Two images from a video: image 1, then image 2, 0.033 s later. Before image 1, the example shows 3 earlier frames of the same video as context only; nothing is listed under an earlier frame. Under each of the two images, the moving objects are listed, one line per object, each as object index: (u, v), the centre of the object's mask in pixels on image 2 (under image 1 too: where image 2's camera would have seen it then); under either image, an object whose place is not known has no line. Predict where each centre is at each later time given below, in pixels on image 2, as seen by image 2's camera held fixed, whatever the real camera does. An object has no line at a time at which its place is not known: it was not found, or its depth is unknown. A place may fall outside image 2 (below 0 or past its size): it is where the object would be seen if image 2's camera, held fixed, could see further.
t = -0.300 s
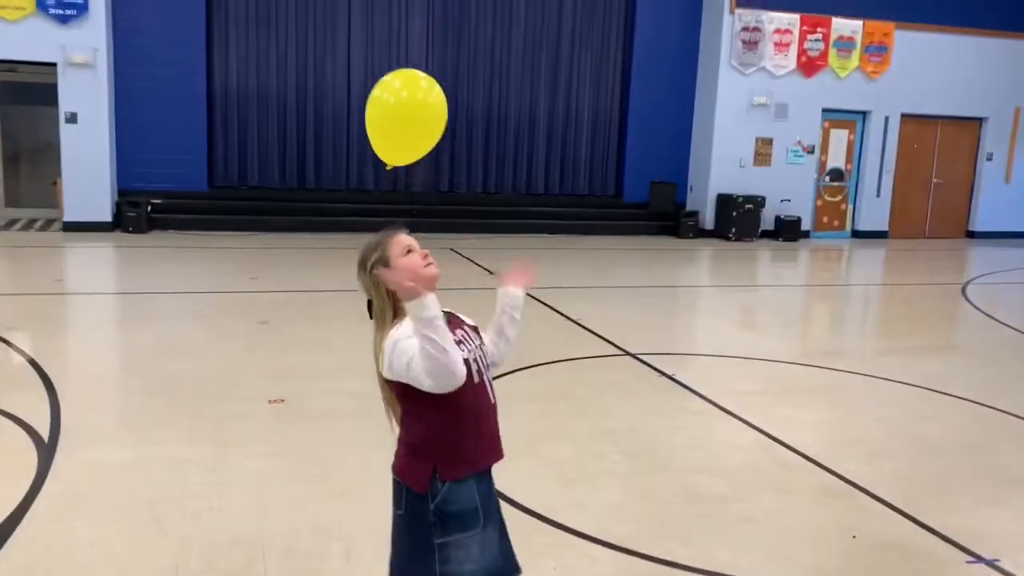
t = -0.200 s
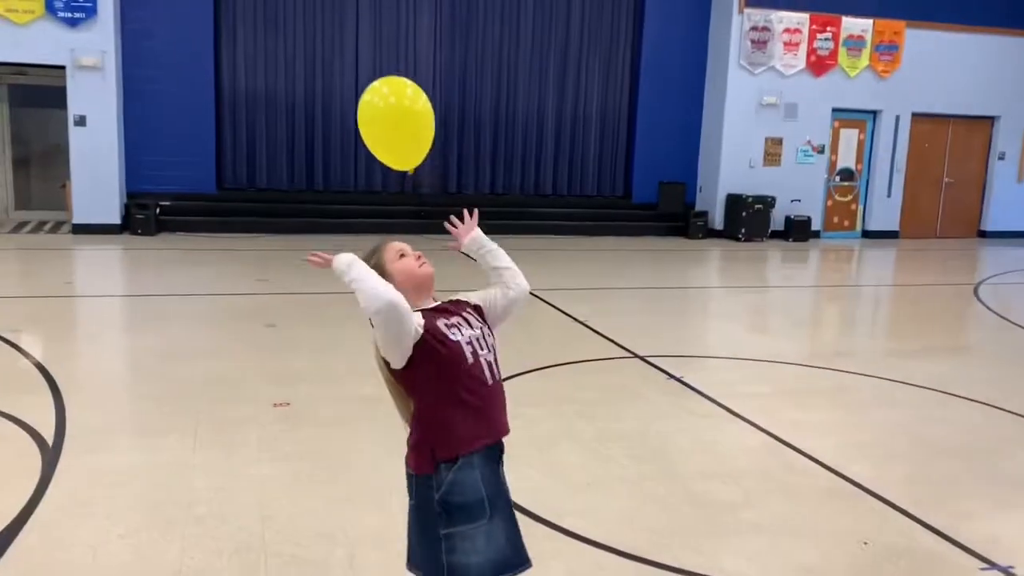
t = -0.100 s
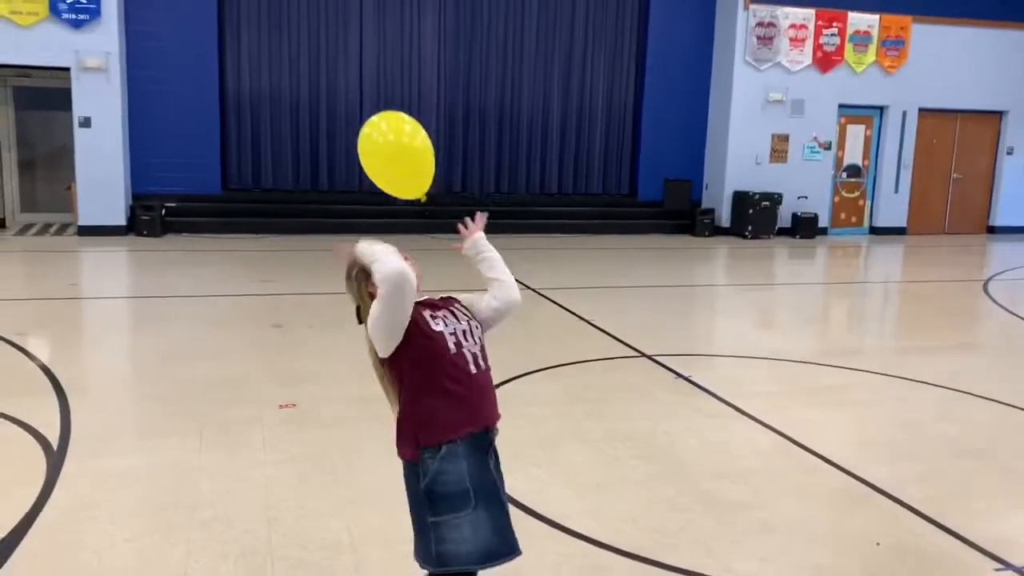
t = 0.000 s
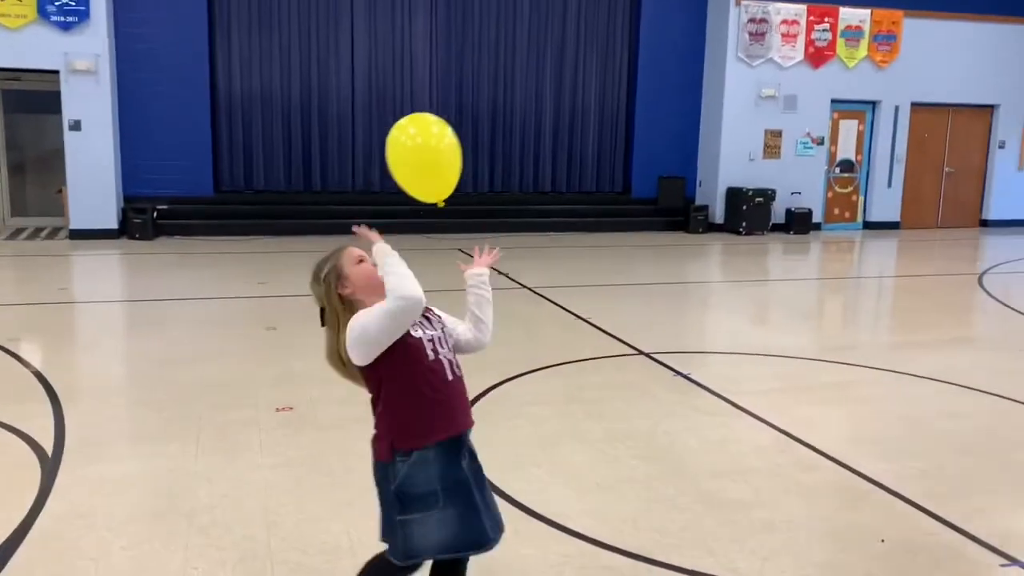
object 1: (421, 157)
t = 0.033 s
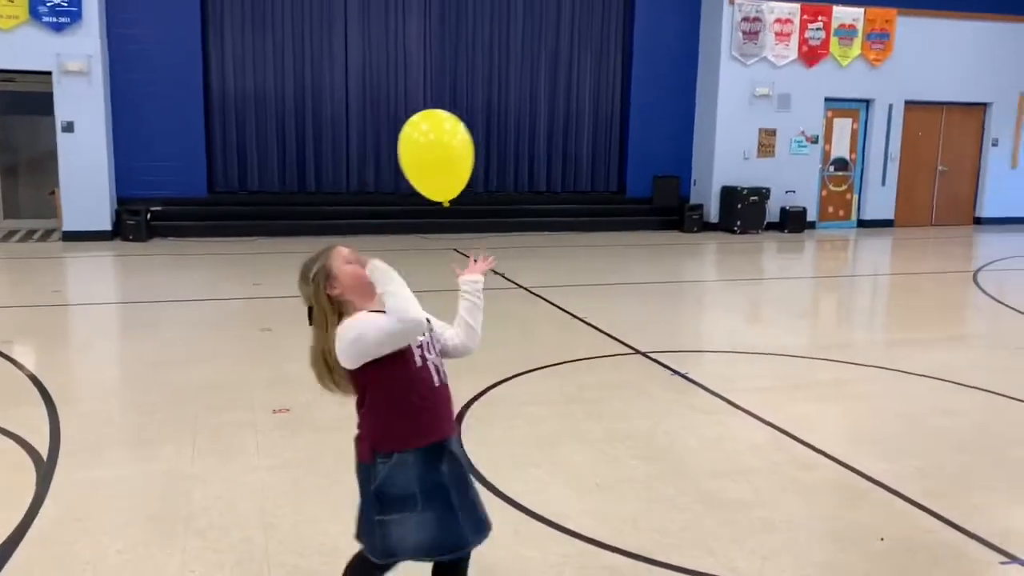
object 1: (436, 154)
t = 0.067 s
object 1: (449, 154)
